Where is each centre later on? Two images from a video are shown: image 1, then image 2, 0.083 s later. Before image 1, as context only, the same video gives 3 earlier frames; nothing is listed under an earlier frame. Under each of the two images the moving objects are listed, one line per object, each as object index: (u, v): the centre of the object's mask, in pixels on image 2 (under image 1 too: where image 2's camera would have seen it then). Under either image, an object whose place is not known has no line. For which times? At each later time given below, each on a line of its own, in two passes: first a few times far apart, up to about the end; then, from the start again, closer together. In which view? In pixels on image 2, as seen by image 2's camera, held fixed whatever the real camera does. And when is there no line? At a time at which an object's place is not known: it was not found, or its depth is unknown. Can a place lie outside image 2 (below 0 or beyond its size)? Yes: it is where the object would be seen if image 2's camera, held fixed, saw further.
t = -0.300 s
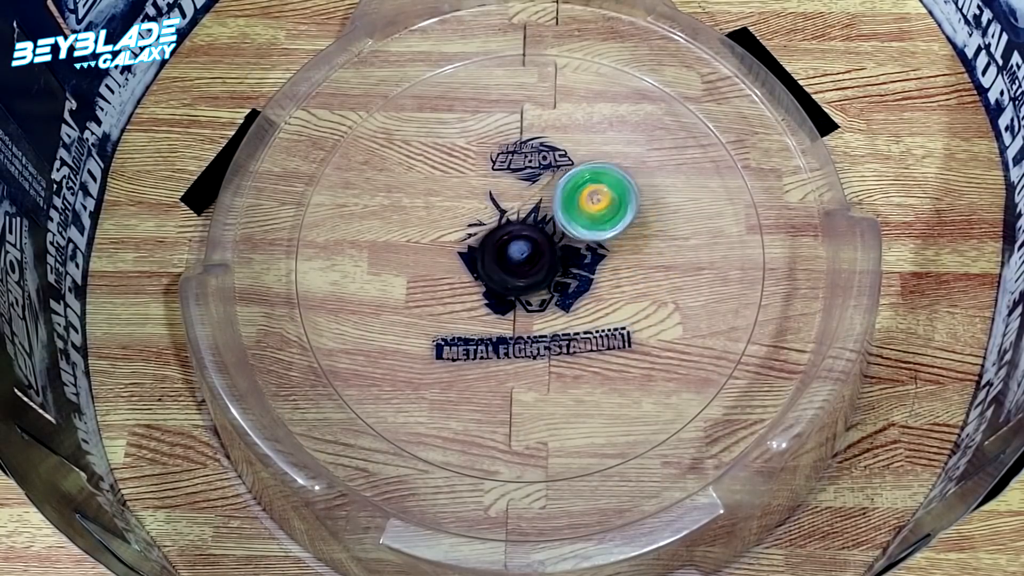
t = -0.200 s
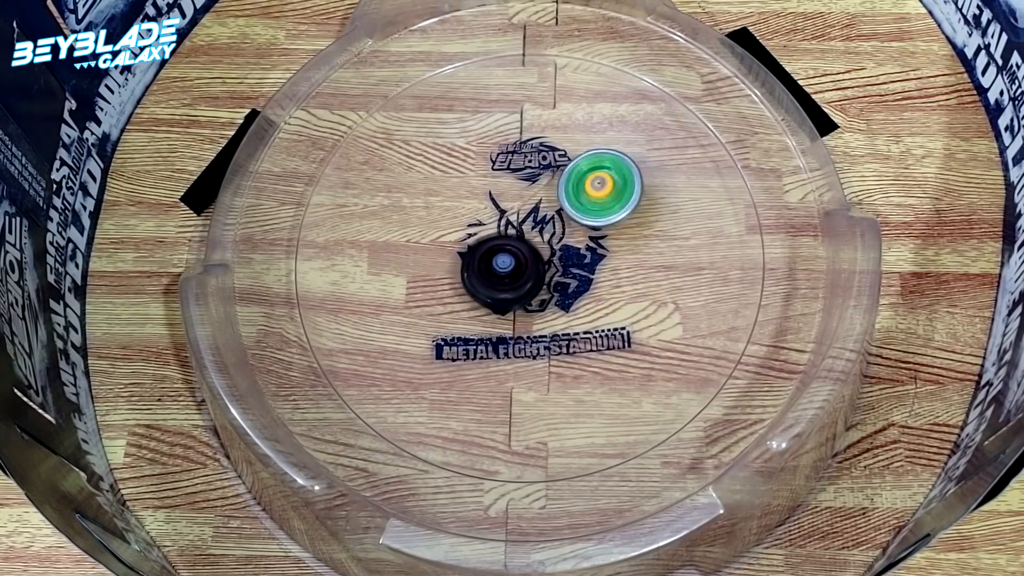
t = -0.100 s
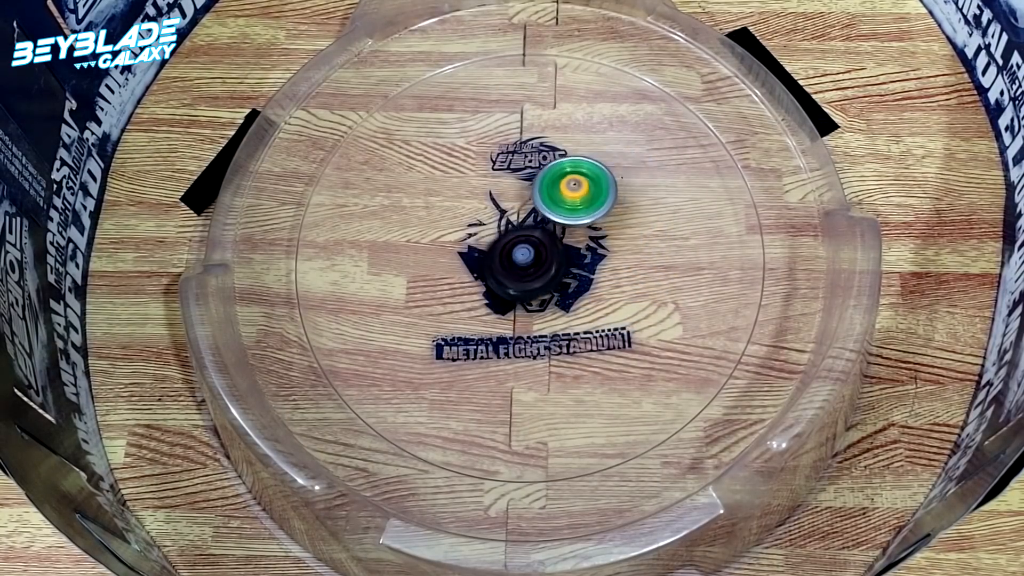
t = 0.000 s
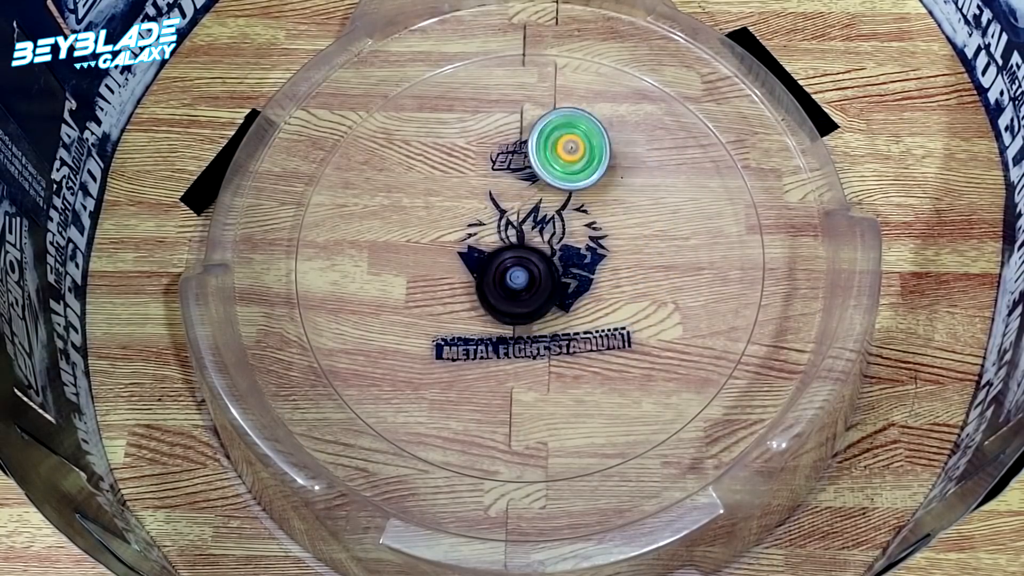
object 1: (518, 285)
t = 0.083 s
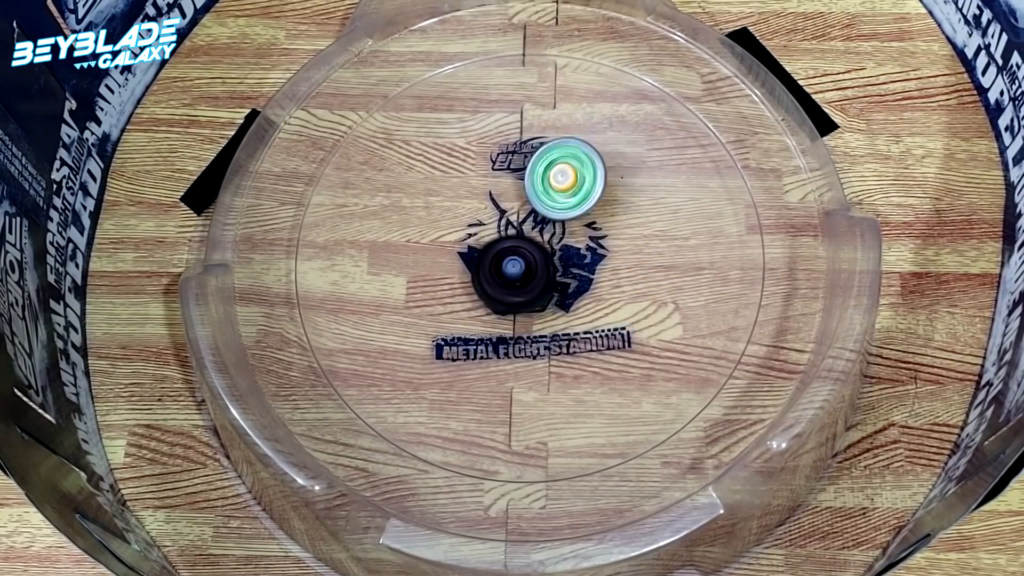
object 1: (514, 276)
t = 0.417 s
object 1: (520, 278)
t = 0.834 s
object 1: (528, 298)
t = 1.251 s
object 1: (537, 287)
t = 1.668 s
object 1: (539, 284)
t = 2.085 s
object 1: (553, 288)
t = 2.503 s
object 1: (581, 298)
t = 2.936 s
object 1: (572, 298)
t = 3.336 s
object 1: (530, 302)
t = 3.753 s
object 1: (544, 328)
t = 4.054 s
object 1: (536, 299)
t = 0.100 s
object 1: (514, 275)
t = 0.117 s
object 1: (514, 271)
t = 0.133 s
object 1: (514, 270)
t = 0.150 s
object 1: (509, 279)
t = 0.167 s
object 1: (509, 281)
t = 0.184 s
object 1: (510, 281)
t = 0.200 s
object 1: (512, 279)
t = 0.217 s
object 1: (513, 277)
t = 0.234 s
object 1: (513, 275)
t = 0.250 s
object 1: (513, 273)
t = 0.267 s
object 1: (514, 277)
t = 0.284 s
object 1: (516, 278)
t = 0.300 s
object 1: (518, 276)
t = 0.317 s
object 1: (519, 274)
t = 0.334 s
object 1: (519, 273)
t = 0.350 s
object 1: (520, 269)
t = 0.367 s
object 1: (520, 270)
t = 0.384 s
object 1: (520, 280)
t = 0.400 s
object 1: (521, 279)
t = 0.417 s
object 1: (520, 278)
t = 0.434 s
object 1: (519, 277)
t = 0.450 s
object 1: (519, 276)
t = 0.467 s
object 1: (518, 280)
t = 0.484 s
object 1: (516, 296)
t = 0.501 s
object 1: (517, 296)
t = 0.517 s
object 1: (517, 295)
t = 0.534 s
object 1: (517, 292)
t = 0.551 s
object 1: (517, 290)
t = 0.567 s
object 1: (518, 288)
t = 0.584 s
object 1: (519, 287)
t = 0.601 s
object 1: (520, 284)
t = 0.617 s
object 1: (520, 281)
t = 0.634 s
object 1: (521, 279)
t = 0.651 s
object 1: (521, 277)
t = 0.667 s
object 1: (521, 275)
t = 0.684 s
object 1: (522, 272)
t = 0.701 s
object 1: (528, 287)
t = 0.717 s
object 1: (535, 303)
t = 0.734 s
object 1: (536, 304)
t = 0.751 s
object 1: (534, 303)
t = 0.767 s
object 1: (532, 302)
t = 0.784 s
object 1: (531, 302)
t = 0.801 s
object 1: (529, 300)
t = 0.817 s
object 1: (528, 299)
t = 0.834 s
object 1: (528, 298)
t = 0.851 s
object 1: (528, 297)
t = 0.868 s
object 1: (528, 296)
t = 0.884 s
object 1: (528, 294)
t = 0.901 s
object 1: (528, 292)
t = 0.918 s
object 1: (527, 291)
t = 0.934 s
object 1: (526, 289)
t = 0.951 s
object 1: (525, 288)
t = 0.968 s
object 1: (525, 286)
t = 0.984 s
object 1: (524, 285)
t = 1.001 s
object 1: (525, 285)
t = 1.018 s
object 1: (533, 294)
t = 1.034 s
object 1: (533, 293)
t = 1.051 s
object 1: (532, 292)
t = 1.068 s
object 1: (531, 291)
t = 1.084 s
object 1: (530, 290)
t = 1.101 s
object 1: (530, 290)
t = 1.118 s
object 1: (529, 288)
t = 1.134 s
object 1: (535, 294)
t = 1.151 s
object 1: (538, 294)
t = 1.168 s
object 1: (537, 292)
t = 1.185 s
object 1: (537, 291)
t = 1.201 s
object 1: (537, 289)
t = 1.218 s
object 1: (537, 288)
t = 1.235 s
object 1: (535, 287)
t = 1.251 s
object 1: (537, 287)
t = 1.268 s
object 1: (537, 286)
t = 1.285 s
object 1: (540, 287)
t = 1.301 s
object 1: (543, 288)
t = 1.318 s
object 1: (542, 287)
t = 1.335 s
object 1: (541, 287)
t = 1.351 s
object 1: (539, 286)
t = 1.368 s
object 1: (538, 286)
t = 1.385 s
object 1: (537, 285)
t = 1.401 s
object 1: (536, 285)
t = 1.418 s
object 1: (545, 293)
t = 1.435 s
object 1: (546, 290)
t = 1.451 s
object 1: (545, 289)
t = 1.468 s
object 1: (543, 288)
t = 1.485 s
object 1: (542, 286)
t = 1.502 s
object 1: (541, 286)
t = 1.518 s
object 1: (541, 286)
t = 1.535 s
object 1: (540, 286)
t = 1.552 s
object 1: (540, 285)
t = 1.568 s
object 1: (540, 285)
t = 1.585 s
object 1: (540, 285)
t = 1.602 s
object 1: (540, 285)
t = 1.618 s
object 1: (539, 285)
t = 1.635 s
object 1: (539, 285)
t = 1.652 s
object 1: (539, 284)
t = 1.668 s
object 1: (539, 284)
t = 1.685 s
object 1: (541, 285)
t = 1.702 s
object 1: (545, 286)
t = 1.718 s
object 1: (549, 287)
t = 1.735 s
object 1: (552, 289)
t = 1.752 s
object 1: (555, 289)
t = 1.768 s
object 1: (557, 289)
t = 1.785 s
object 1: (558, 288)
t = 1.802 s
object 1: (559, 288)
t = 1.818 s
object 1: (558, 288)
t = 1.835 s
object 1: (558, 288)
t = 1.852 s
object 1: (558, 288)
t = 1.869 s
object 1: (558, 288)
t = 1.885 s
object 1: (557, 288)
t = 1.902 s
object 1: (556, 288)
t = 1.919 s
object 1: (556, 288)
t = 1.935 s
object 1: (556, 288)
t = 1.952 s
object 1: (555, 288)
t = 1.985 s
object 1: (555, 288)
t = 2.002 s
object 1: (555, 288)
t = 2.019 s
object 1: (554, 288)
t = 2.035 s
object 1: (554, 288)
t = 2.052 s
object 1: (553, 288)
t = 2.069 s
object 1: (553, 288)
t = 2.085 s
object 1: (553, 288)
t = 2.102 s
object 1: (553, 288)
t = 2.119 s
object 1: (552, 288)
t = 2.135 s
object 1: (552, 288)
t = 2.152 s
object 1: (552, 288)
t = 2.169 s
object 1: (551, 288)
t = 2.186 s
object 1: (551, 288)
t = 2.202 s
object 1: (551, 288)
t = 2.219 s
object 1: (551, 288)
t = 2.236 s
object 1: (550, 288)
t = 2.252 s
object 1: (550, 288)
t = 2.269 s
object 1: (550, 288)
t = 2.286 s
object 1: (549, 288)
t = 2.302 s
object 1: (549, 288)
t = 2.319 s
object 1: (549, 288)
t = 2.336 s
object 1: (548, 288)
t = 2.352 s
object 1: (548, 288)
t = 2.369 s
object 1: (548, 288)
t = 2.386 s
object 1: (548, 289)
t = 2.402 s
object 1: (548, 288)
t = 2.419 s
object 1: (547, 288)
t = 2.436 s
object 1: (554, 291)
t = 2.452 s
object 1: (562, 294)
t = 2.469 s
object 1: (570, 297)
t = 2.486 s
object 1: (575, 298)
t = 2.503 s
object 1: (581, 298)
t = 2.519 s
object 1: (584, 299)
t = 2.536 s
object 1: (587, 299)
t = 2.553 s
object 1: (587, 298)
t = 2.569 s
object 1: (586, 297)
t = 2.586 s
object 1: (585, 297)
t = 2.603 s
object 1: (585, 297)
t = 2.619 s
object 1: (584, 297)
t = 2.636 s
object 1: (582, 298)
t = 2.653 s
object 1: (581, 298)
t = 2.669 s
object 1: (581, 298)
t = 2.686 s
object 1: (580, 298)
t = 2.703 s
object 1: (579, 299)
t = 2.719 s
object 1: (579, 299)
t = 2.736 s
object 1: (578, 299)
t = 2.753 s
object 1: (578, 299)
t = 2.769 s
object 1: (577, 300)
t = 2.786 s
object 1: (577, 300)
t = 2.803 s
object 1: (576, 299)
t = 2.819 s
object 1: (576, 299)
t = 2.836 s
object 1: (575, 299)
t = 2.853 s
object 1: (575, 299)
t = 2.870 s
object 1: (574, 299)
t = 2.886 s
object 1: (574, 298)
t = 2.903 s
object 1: (573, 298)
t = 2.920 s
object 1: (573, 298)
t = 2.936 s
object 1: (572, 298)
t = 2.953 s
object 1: (571, 297)
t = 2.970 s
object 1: (570, 297)
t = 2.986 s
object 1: (569, 296)
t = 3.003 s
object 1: (568, 297)
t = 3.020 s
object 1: (566, 296)
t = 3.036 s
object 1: (565, 296)
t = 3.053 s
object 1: (563, 296)
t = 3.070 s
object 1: (561, 297)
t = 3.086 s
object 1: (559, 296)
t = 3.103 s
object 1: (557, 297)
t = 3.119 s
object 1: (554, 296)
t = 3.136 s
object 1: (553, 297)
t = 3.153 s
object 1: (551, 297)
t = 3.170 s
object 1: (549, 298)
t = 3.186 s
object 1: (546, 298)
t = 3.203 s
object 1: (544, 298)
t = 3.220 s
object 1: (541, 299)
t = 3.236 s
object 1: (539, 299)
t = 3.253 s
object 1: (537, 299)
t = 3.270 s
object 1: (535, 299)
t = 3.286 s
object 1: (534, 300)
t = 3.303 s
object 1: (532, 301)
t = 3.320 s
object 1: (531, 301)
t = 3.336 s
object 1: (530, 302)
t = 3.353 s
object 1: (529, 303)
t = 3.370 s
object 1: (528, 303)
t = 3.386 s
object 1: (527, 304)
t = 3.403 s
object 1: (528, 305)
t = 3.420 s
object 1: (529, 306)
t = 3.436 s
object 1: (531, 309)
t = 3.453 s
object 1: (535, 313)
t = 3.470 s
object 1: (539, 317)
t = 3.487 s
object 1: (542, 320)
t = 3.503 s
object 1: (544, 323)
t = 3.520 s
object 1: (545, 325)
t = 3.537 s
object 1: (546, 328)
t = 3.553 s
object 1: (547, 329)
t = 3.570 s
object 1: (547, 330)
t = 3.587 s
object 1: (547, 331)
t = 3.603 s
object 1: (548, 331)
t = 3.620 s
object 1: (548, 331)
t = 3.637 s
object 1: (548, 331)
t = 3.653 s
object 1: (547, 330)
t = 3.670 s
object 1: (547, 330)
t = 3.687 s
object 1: (547, 330)
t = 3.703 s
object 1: (546, 329)
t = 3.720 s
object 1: (545, 328)
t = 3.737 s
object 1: (545, 328)
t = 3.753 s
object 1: (544, 328)
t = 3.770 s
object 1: (543, 327)
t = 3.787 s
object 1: (542, 327)
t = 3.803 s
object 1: (542, 327)
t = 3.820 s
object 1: (542, 327)
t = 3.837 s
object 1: (541, 326)
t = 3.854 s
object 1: (540, 326)
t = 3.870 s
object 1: (540, 327)
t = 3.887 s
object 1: (540, 326)
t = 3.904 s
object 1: (540, 326)
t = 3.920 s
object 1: (539, 324)
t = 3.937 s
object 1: (539, 322)
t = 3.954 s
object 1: (539, 321)
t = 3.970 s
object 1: (538, 318)
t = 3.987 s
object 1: (537, 316)
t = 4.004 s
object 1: (535, 312)
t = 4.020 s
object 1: (534, 308)
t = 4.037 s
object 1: (534, 304)
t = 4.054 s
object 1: (536, 299)
